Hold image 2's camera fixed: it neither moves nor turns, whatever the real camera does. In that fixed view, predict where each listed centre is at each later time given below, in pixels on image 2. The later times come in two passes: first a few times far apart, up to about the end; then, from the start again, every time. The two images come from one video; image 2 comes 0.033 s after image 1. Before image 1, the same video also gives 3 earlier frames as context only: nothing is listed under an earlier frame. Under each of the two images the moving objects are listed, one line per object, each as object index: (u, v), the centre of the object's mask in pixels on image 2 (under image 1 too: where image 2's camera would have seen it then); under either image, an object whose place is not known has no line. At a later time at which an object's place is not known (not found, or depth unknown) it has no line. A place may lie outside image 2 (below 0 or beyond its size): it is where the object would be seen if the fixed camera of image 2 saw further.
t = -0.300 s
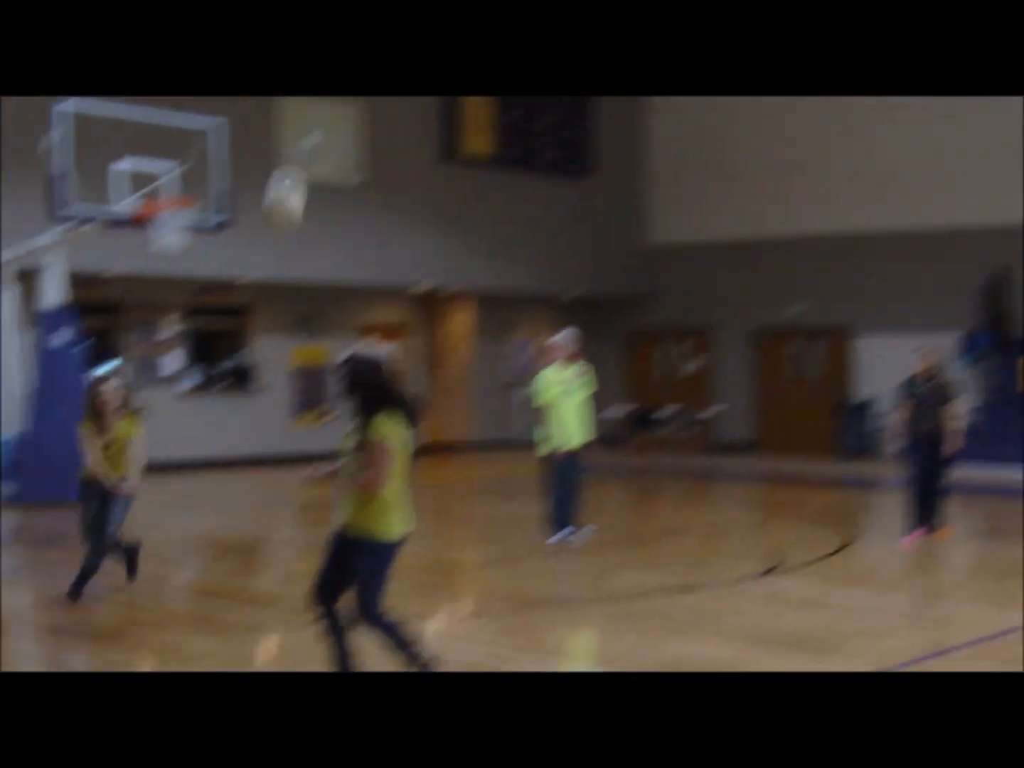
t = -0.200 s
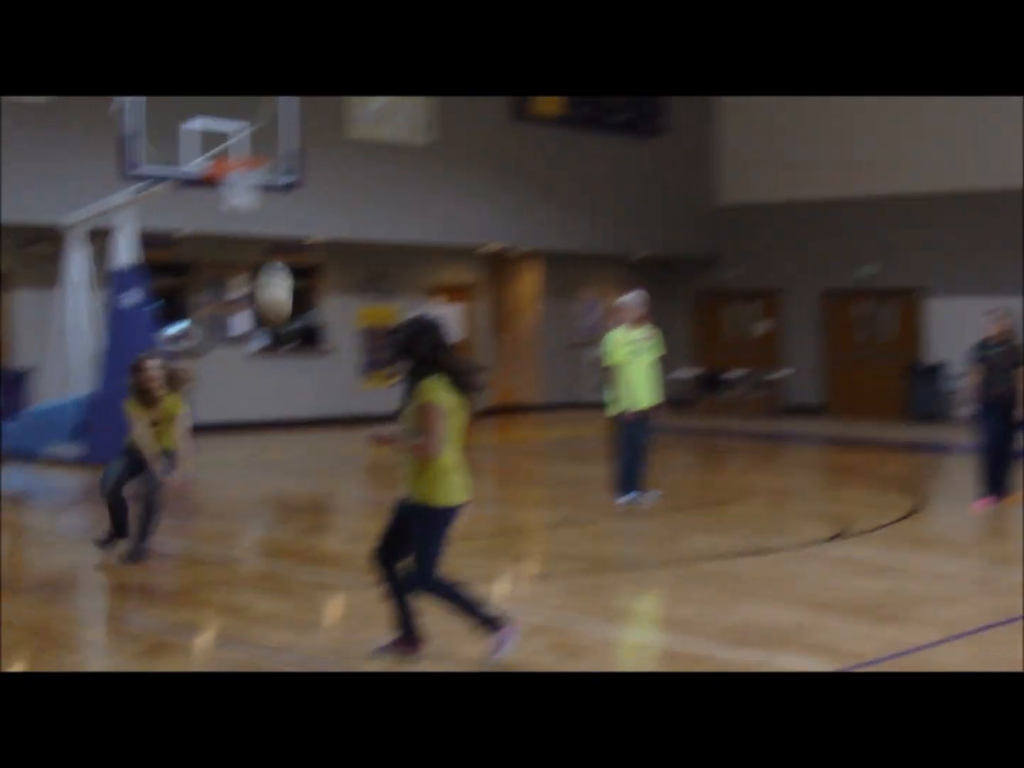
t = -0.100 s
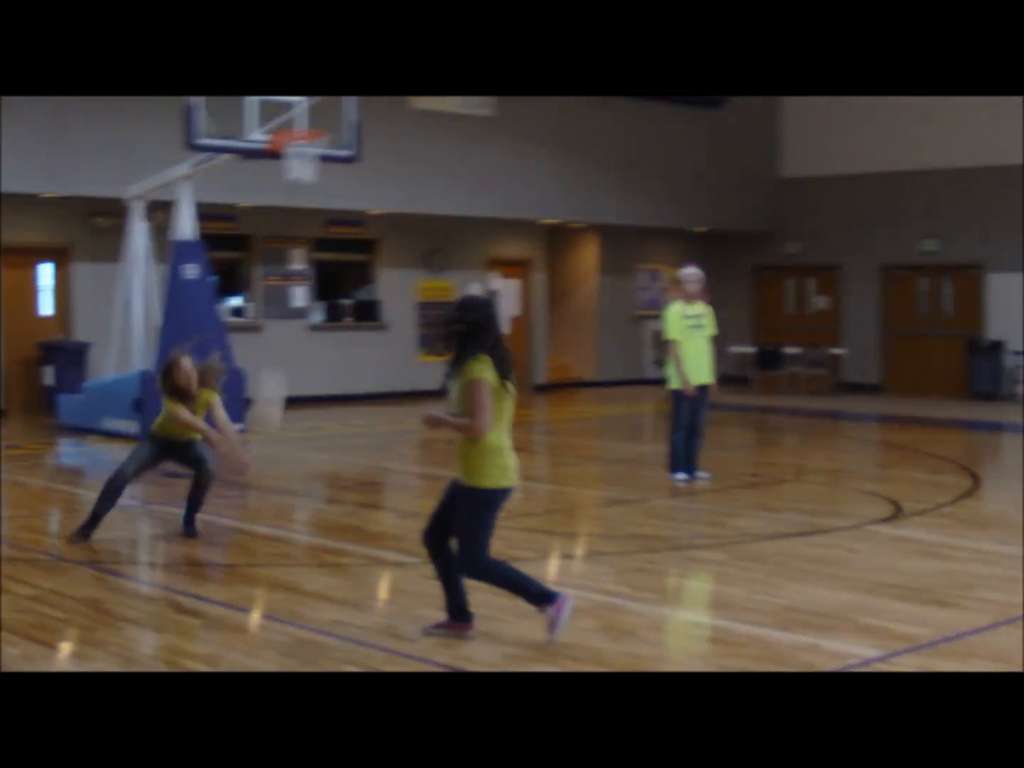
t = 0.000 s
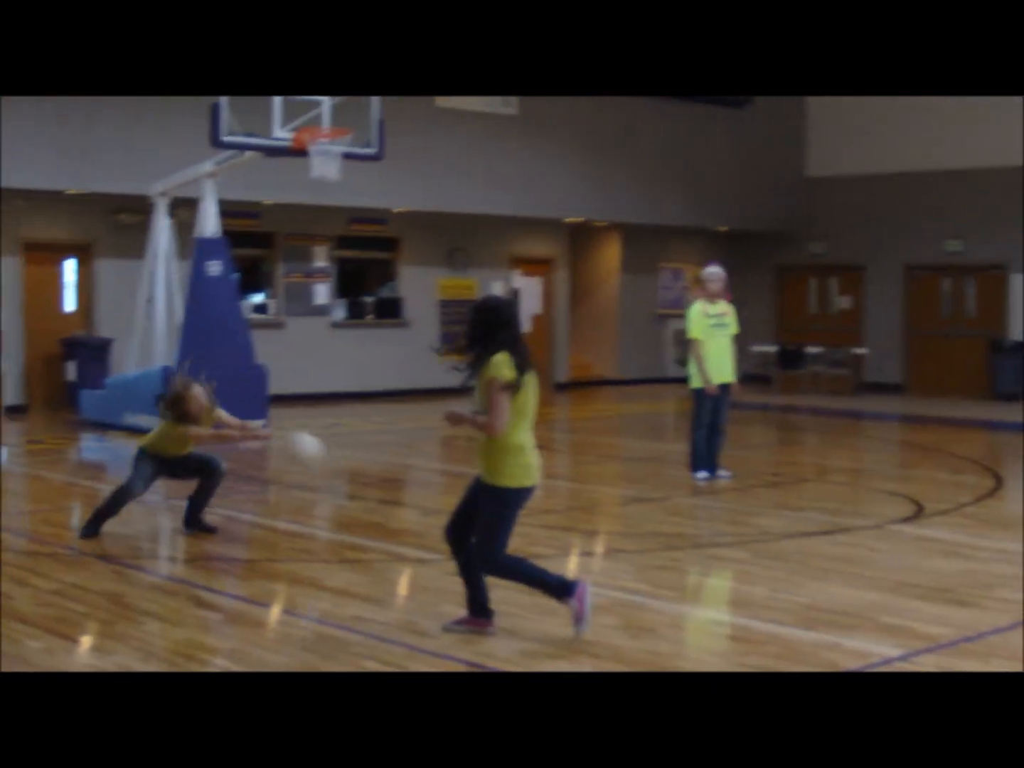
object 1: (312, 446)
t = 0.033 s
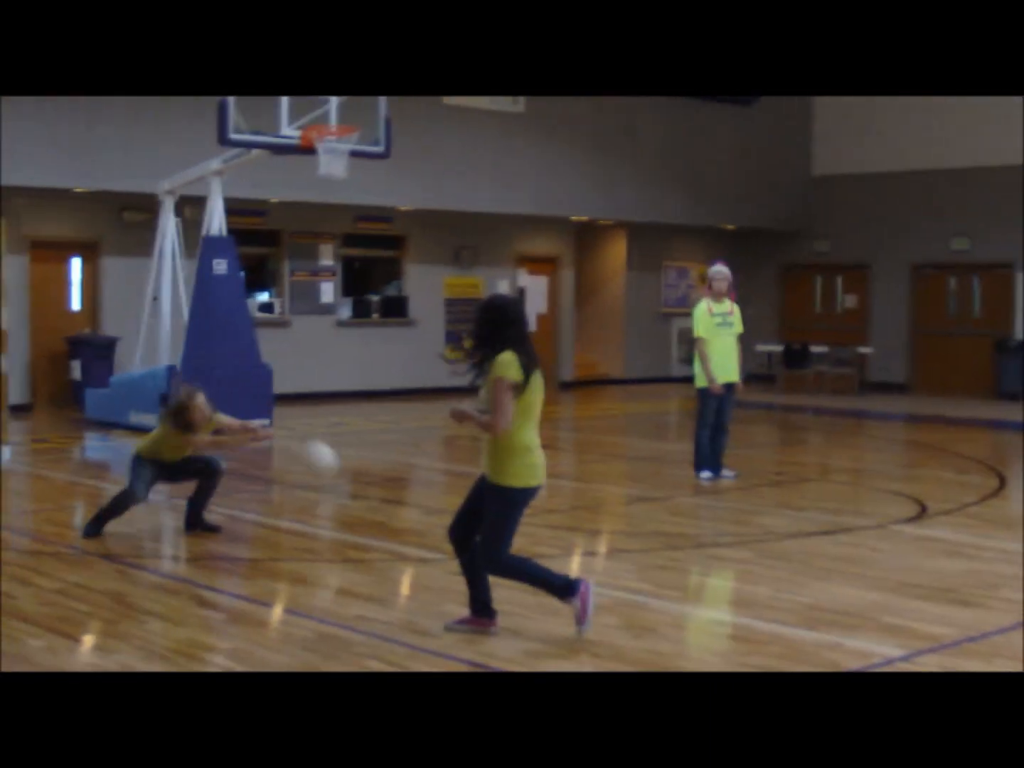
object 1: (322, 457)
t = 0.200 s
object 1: (372, 468)
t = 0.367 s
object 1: (418, 419)
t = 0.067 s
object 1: (333, 472)
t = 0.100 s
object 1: (341, 484)
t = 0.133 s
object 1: (351, 497)
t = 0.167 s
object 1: (363, 483)
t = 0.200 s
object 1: (372, 468)
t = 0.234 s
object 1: (382, 453)
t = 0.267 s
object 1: (391, 442)
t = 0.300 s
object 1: (400, 433)
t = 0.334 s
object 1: (410, 425)
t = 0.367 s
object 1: (418, 419)
